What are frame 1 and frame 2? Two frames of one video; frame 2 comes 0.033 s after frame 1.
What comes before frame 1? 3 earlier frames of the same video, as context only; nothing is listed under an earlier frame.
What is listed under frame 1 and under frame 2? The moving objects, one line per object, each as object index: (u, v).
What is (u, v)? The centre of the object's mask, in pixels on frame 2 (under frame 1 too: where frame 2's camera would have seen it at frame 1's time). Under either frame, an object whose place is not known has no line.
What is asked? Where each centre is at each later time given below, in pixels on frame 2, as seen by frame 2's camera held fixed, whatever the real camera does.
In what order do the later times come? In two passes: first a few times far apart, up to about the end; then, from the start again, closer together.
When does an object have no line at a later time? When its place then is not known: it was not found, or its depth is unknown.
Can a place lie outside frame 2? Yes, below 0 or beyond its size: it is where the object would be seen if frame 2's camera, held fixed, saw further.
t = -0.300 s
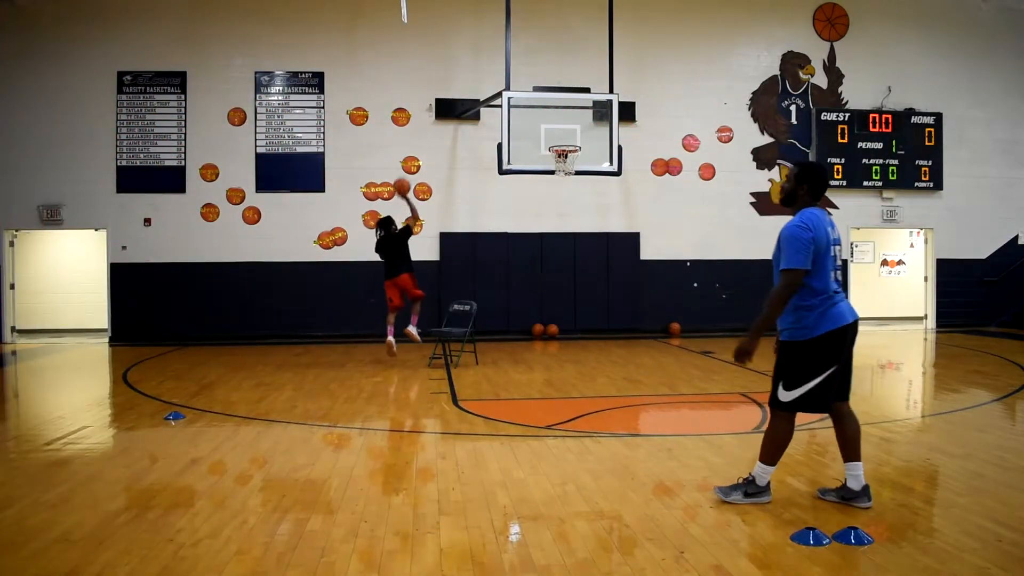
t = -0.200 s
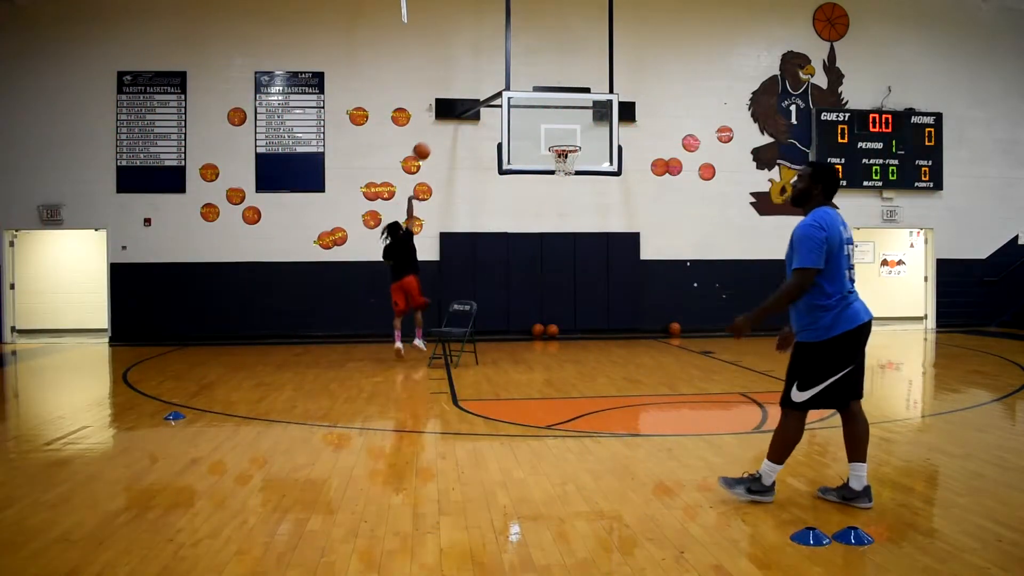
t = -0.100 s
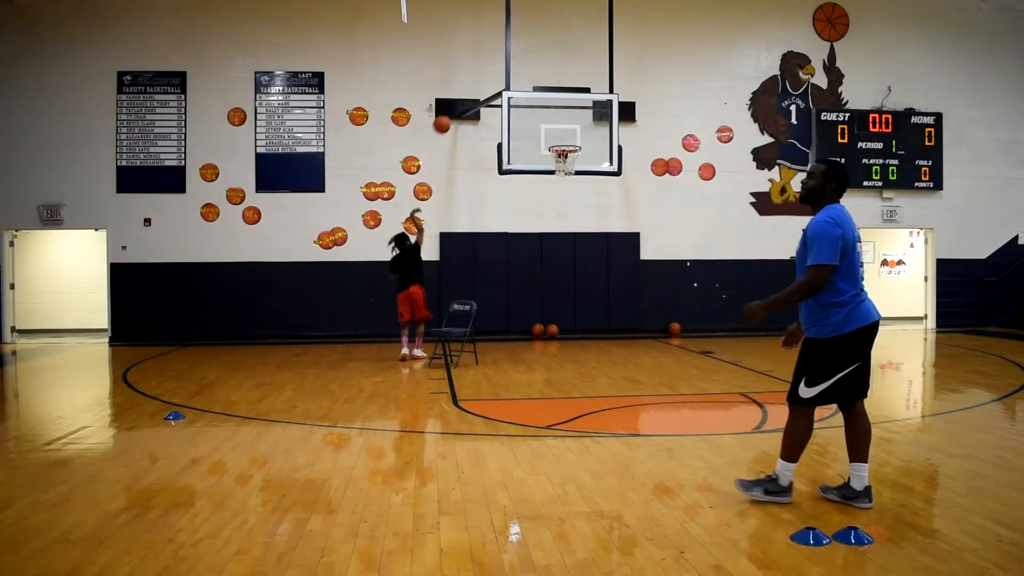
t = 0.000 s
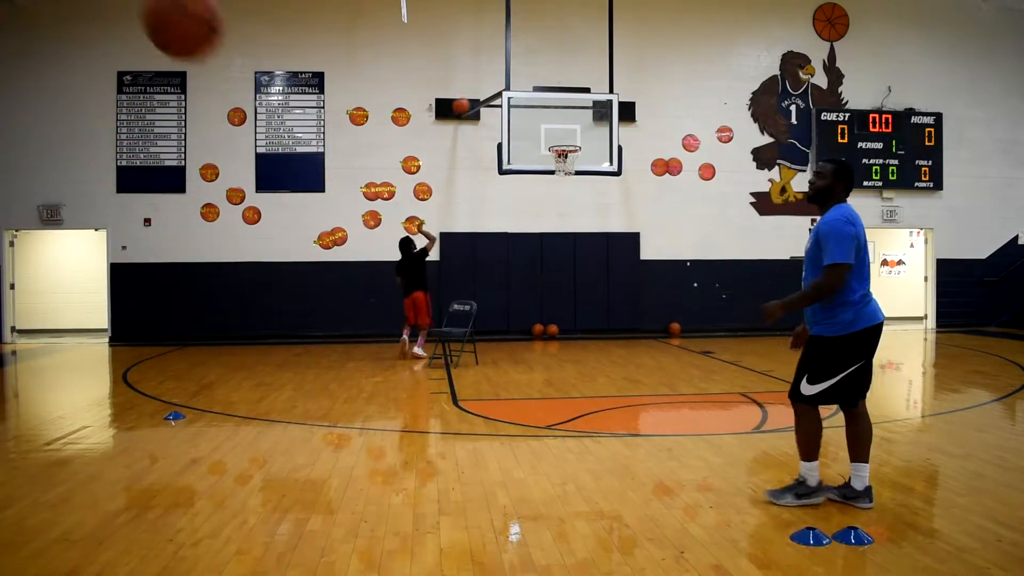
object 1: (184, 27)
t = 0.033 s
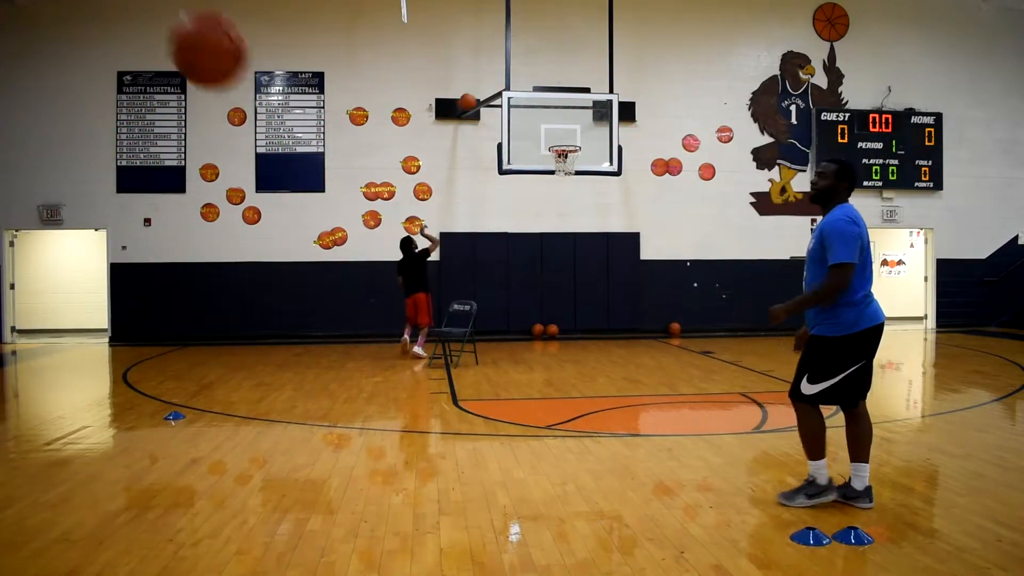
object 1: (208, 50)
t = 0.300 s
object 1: (377, 338)
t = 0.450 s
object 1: (446, 523)
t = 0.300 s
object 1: (377, 338)
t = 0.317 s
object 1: (385, 357)
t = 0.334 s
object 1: (392, 378)
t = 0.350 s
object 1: (400, 398)
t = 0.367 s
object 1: (409, 419)
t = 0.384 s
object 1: (417, 441)
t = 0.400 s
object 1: (425, 462)
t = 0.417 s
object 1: (432, 481)
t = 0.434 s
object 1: (440, 503)
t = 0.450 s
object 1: (446, 523)
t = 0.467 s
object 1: (450, 510)
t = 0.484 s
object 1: (452, 494)
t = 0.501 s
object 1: (455, 477)
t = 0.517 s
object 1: (458, 463)
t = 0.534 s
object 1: (461, 447)
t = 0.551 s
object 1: (464, 433)
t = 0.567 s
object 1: (467, 419)
